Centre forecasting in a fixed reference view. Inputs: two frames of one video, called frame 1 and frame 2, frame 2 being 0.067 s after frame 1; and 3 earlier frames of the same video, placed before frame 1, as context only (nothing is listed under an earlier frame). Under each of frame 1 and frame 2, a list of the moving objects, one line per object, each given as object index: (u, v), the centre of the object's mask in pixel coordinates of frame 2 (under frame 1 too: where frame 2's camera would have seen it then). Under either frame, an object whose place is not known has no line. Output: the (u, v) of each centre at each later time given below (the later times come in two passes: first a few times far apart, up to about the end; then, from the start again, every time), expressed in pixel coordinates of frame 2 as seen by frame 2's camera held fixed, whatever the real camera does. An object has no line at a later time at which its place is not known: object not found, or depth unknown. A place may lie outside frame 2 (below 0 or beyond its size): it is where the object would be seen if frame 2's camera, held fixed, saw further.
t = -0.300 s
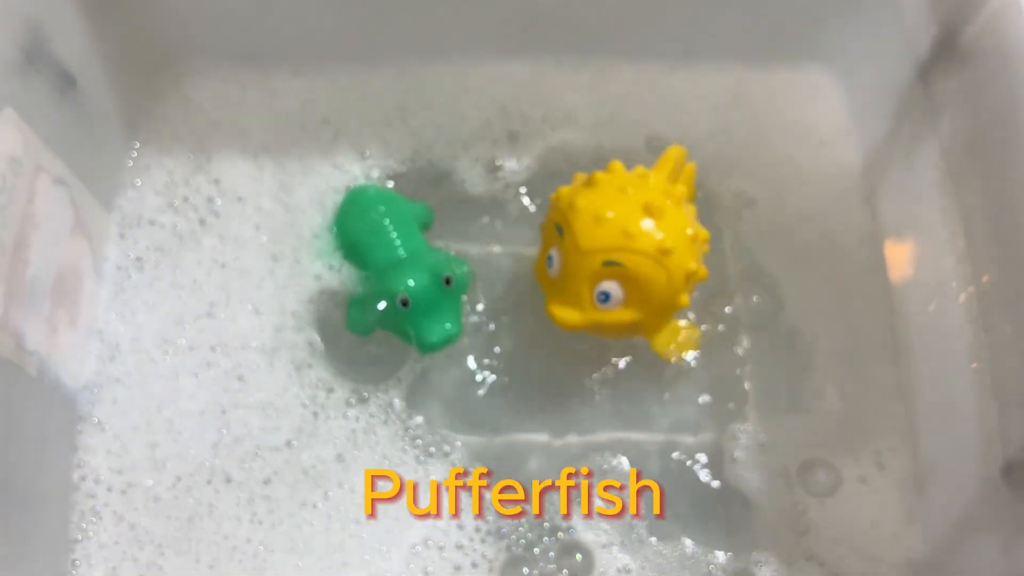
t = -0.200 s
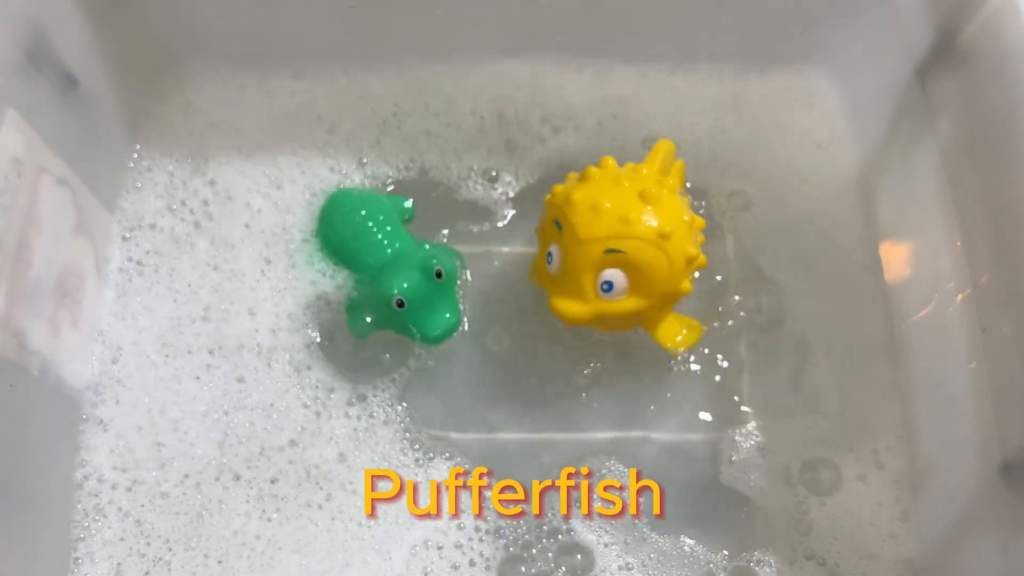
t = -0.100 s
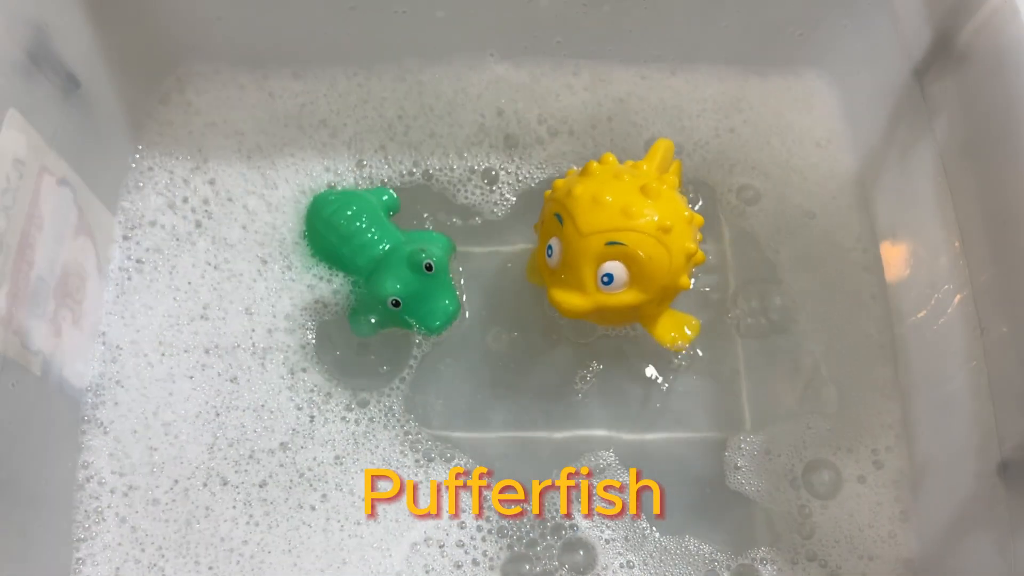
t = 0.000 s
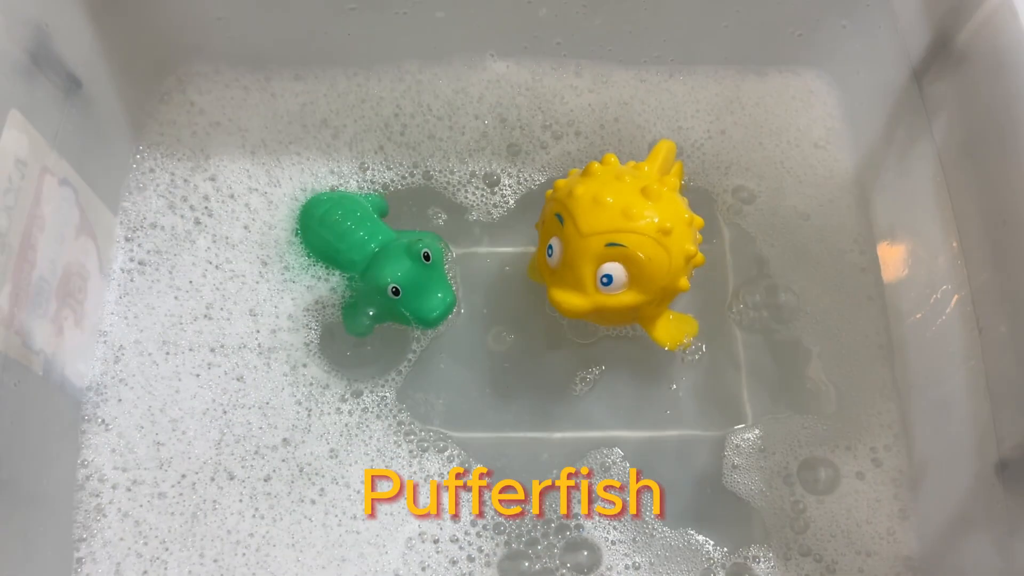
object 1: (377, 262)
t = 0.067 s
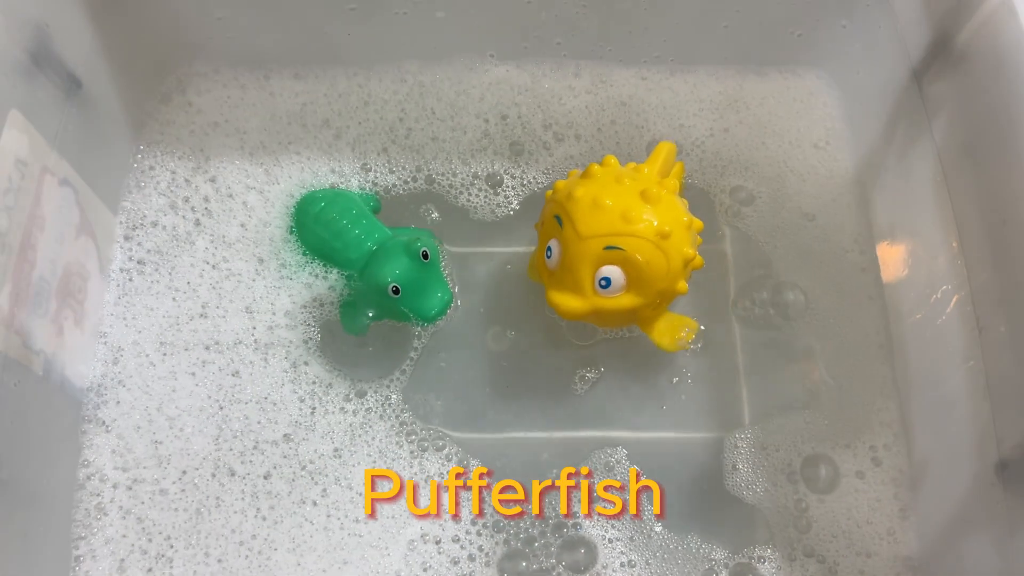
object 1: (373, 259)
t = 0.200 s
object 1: (376, 251)
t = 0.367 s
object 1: (386, 247)
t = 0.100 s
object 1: (373, 257)
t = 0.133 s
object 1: (373, 255)
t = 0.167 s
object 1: (375, 253)
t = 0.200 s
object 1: (376, 251)
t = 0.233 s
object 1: (378, 250)
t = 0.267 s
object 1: (380, 249)
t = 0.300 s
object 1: (381, 249)
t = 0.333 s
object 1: (384, 247)
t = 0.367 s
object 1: (386, 247)
